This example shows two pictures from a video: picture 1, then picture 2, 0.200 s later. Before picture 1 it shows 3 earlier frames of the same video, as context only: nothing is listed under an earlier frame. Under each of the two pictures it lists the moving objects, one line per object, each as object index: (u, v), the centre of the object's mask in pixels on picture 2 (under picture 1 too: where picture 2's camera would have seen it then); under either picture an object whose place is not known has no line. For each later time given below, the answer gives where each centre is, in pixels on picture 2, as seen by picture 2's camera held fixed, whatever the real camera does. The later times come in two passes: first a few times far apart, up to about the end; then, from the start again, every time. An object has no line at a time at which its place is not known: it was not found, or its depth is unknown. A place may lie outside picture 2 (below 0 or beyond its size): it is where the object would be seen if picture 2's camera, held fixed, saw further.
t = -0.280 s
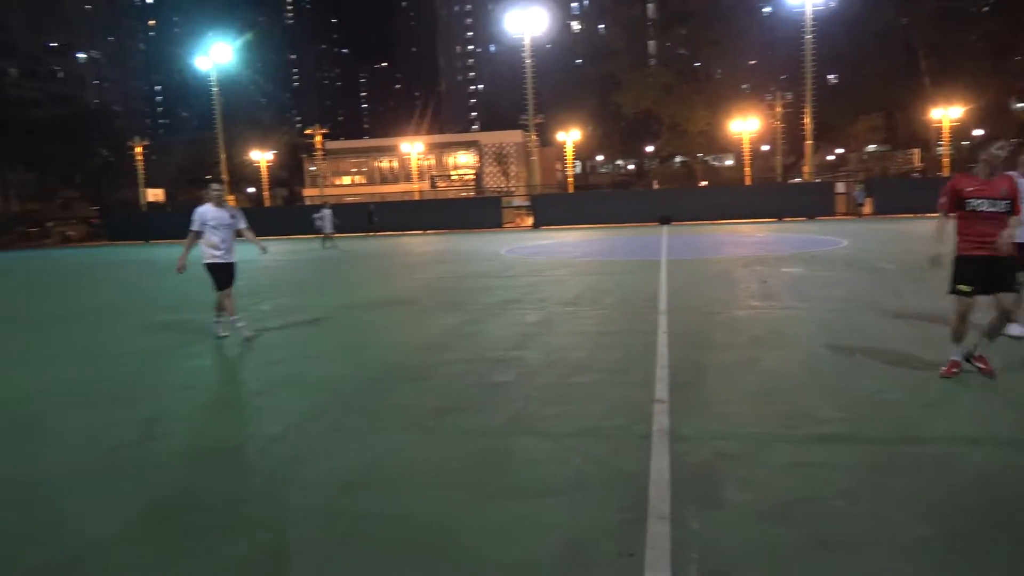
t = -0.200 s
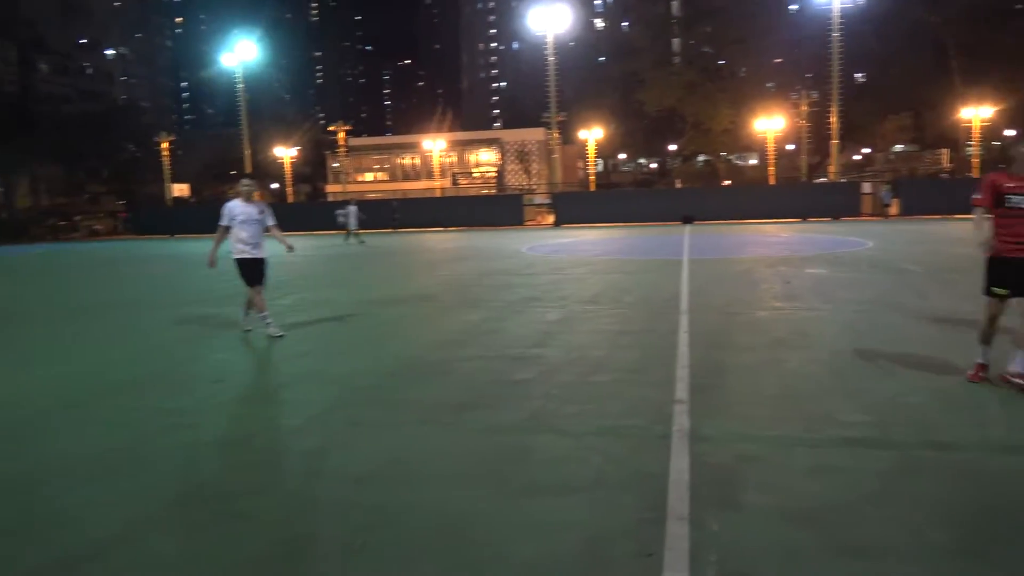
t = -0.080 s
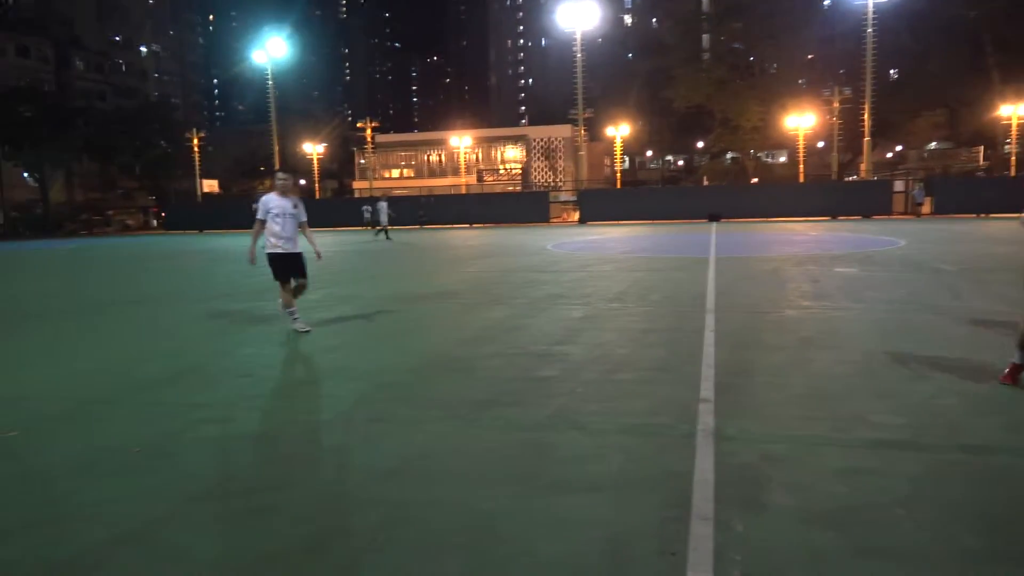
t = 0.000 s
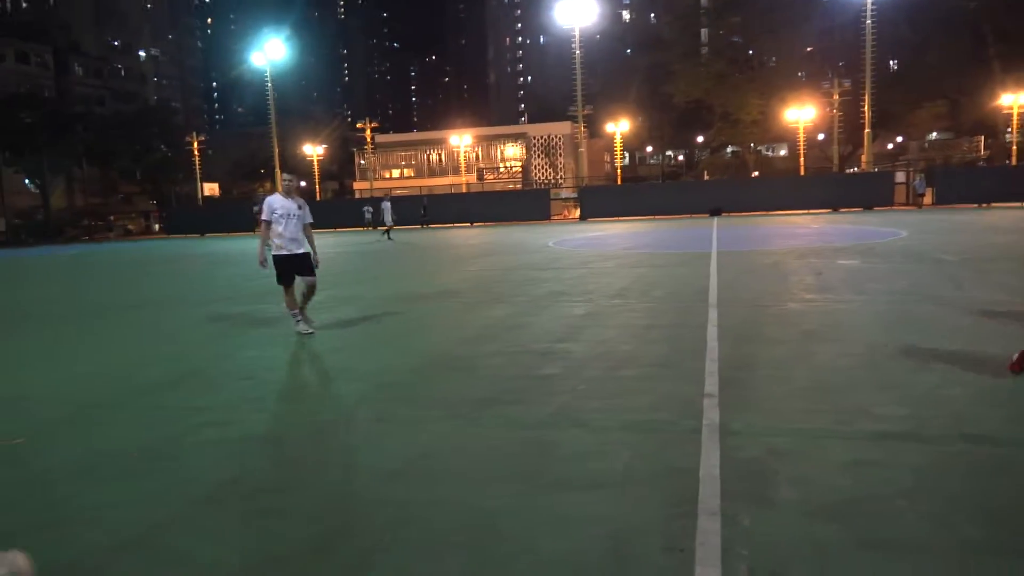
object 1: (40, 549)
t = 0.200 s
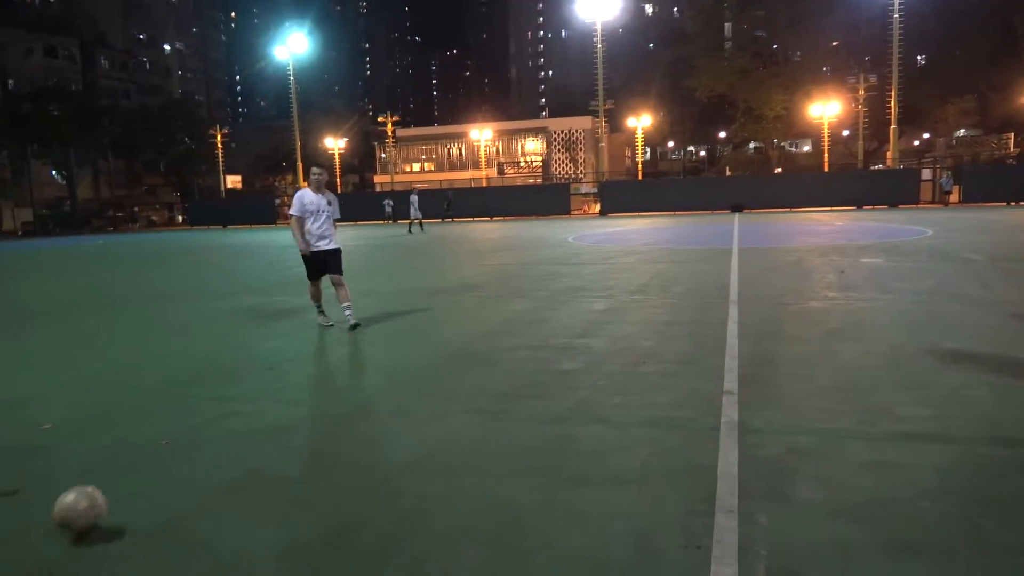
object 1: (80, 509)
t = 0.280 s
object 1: (99, 496)
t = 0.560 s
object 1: (147, 450)
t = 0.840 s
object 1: (182, 415)
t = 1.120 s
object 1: (208, 390)
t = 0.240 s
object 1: (91, 501)
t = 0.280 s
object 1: (99, 496)
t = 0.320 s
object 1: (107, 489)
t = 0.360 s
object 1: (114, 480)
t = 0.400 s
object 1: (121, 473)
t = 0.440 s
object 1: (128, 469)
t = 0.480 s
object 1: (135, 461)
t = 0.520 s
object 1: (141, 456)
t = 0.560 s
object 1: (147, 450)
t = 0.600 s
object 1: (154, 444)
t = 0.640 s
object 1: (158, 439)
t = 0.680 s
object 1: (164, 432)
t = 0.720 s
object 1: (169, 429)
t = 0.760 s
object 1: (174, 423)
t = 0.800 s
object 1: (179, 419)
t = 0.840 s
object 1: (182, 415)
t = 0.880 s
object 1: (187, 411)
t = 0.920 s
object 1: (190, 408)
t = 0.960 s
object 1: (194, 404)
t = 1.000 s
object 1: (197, 399)
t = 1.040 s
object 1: (201, 397)
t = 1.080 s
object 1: (205, 393)
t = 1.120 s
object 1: (208, 390)
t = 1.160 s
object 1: (211, 387)
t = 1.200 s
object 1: (215, 385)
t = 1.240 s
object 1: (217, 381)
